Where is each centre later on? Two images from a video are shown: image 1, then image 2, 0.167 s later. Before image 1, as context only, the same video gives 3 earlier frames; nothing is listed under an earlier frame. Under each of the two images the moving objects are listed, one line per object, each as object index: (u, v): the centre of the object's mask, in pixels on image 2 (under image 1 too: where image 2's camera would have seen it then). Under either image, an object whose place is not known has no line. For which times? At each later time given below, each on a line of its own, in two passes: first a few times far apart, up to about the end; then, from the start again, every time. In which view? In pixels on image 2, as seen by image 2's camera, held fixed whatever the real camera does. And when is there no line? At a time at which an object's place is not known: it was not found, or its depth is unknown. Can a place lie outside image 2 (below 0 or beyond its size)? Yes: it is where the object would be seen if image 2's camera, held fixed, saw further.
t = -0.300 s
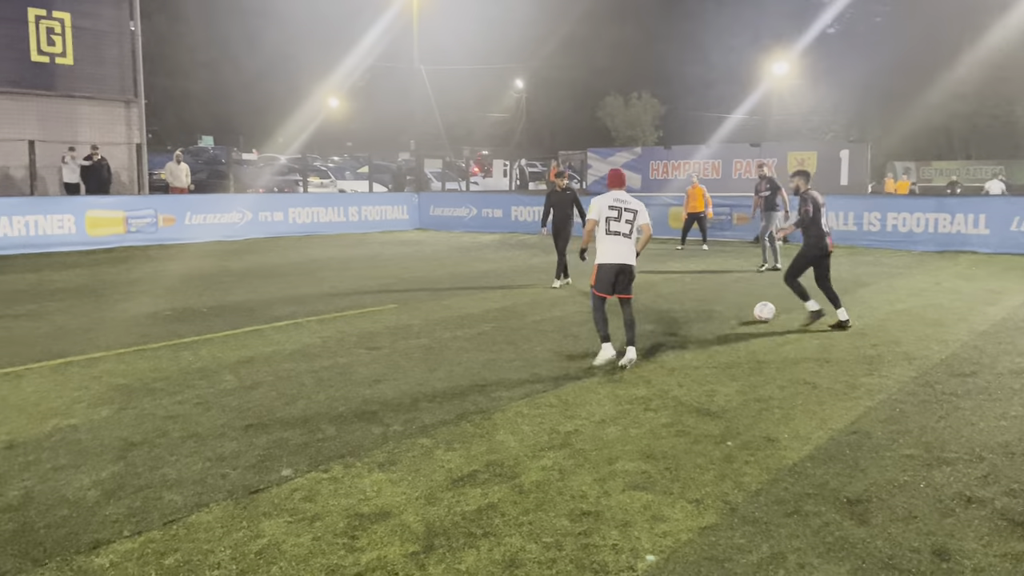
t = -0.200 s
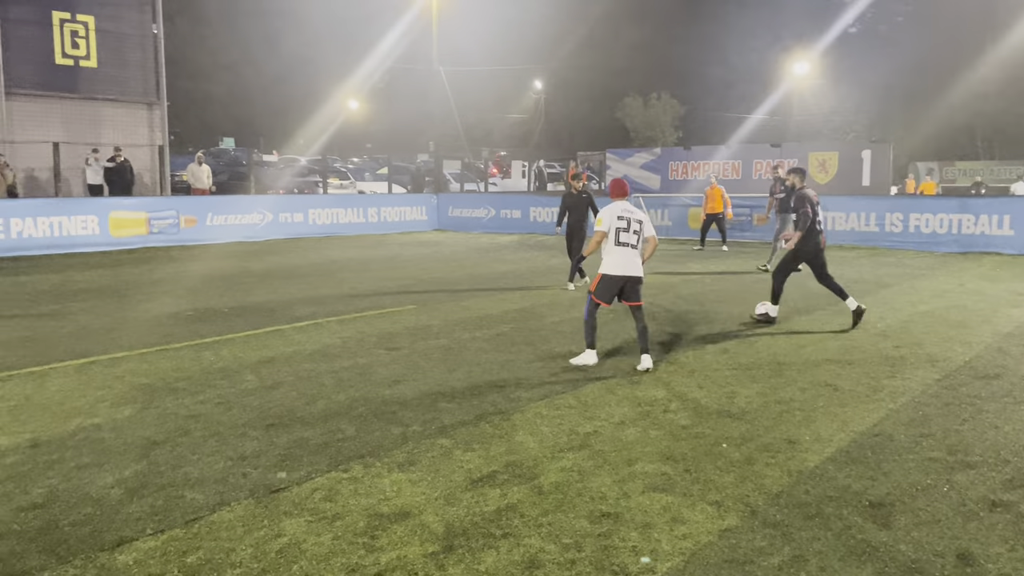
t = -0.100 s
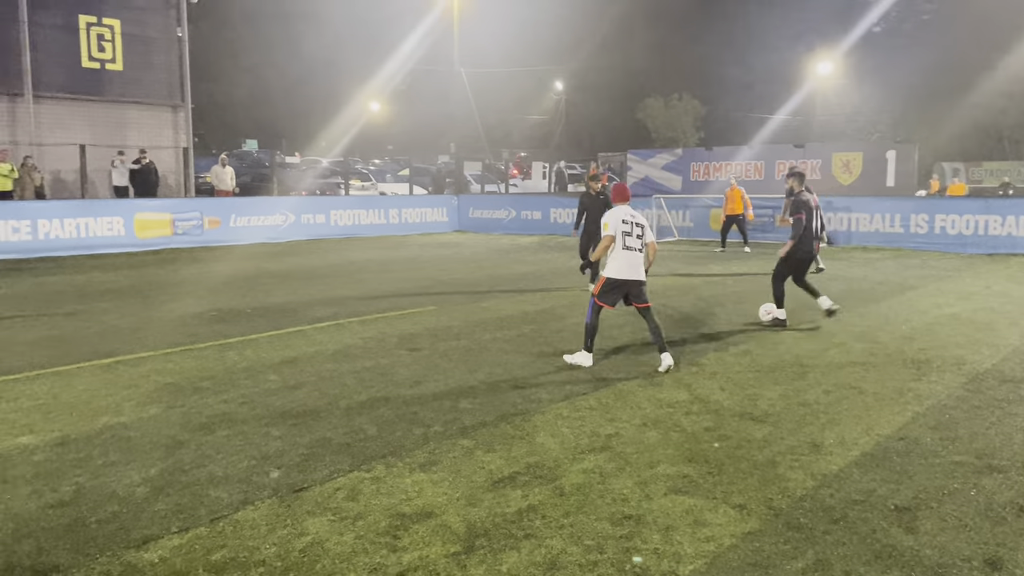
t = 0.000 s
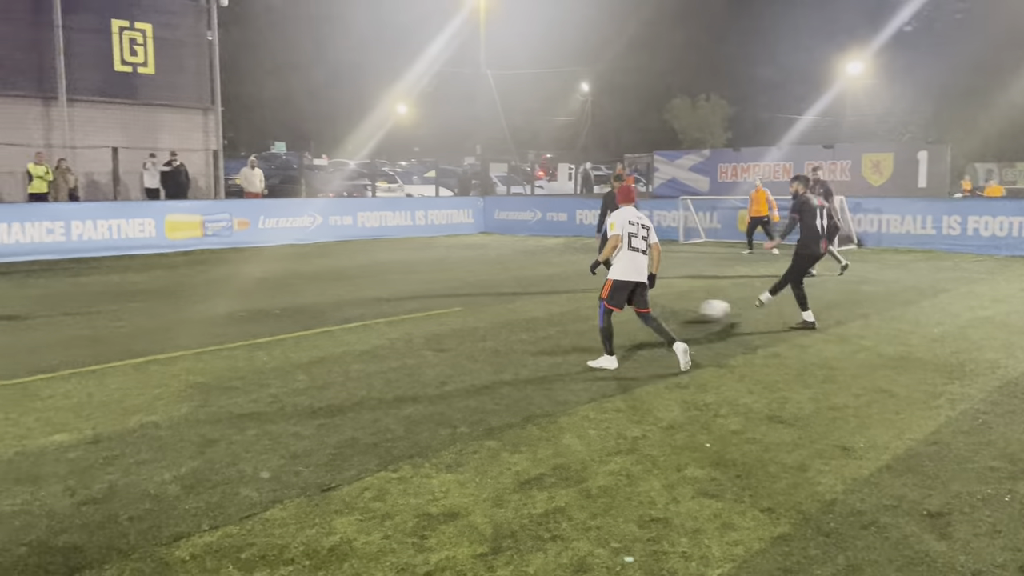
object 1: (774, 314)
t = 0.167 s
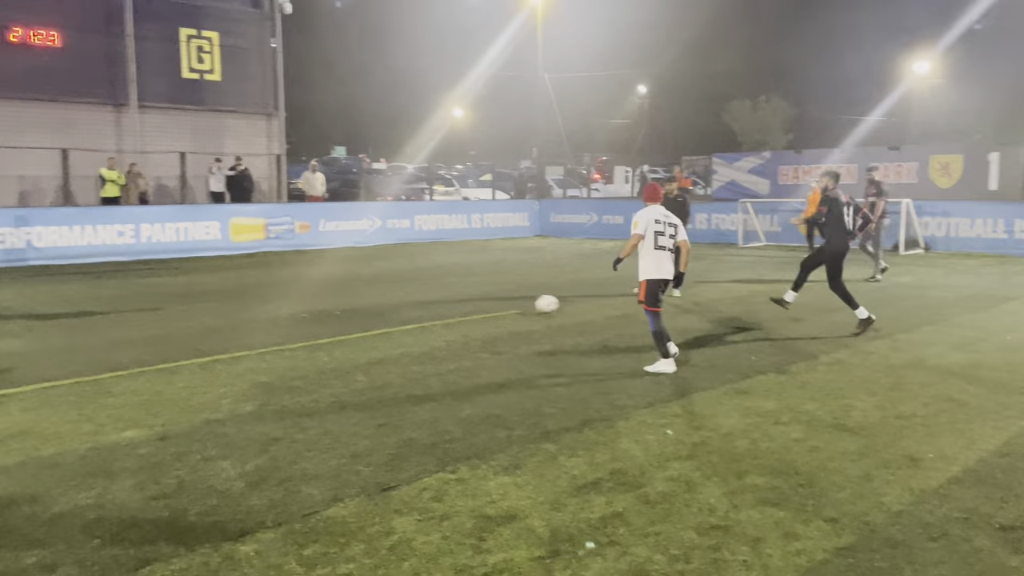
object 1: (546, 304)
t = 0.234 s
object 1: (473, 299)
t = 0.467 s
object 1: (261, 291)
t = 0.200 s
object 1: (508, 302)
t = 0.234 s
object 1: (473, 299)
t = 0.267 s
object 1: (439, 297)
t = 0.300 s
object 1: (406, 296)
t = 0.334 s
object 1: (374, 296)
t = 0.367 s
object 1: (343, 297)
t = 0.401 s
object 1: (315, 294)
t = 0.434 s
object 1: (288, 292)
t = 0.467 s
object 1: (261, 291)
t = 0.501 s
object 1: (236, 290)
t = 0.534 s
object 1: (210, 291)
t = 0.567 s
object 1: (187, 290)
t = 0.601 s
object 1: (165, 288)
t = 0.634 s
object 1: (143, 286)
